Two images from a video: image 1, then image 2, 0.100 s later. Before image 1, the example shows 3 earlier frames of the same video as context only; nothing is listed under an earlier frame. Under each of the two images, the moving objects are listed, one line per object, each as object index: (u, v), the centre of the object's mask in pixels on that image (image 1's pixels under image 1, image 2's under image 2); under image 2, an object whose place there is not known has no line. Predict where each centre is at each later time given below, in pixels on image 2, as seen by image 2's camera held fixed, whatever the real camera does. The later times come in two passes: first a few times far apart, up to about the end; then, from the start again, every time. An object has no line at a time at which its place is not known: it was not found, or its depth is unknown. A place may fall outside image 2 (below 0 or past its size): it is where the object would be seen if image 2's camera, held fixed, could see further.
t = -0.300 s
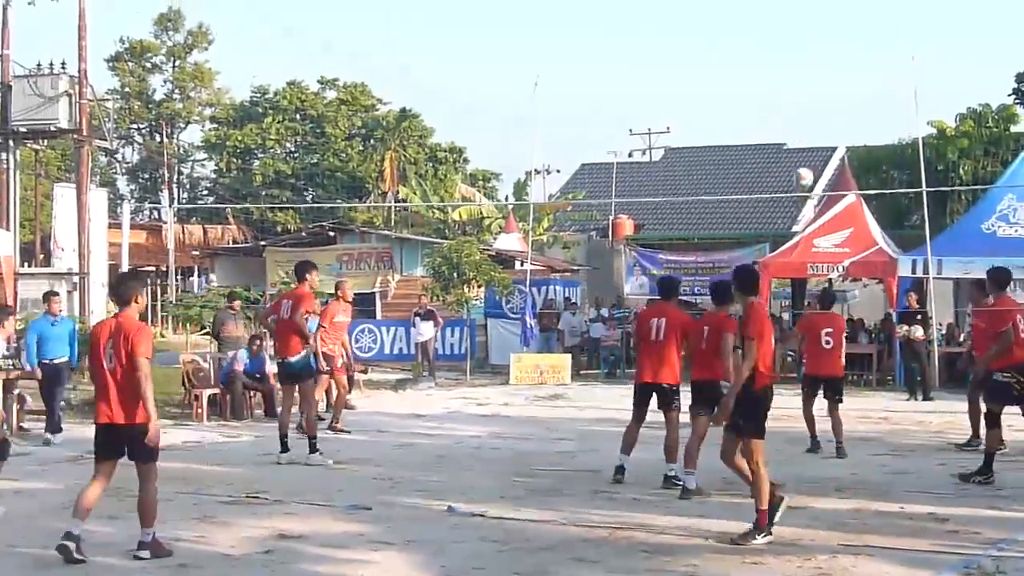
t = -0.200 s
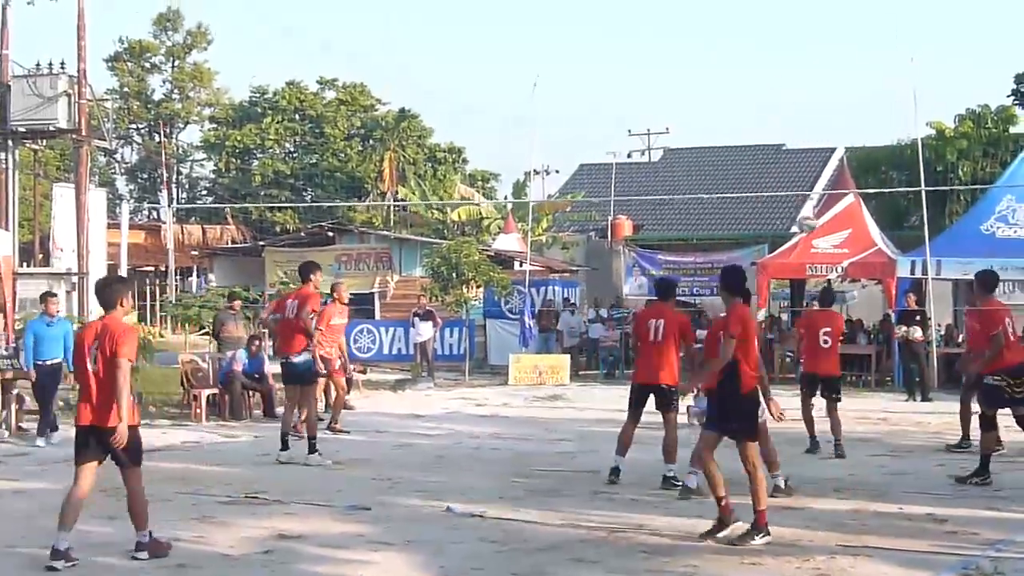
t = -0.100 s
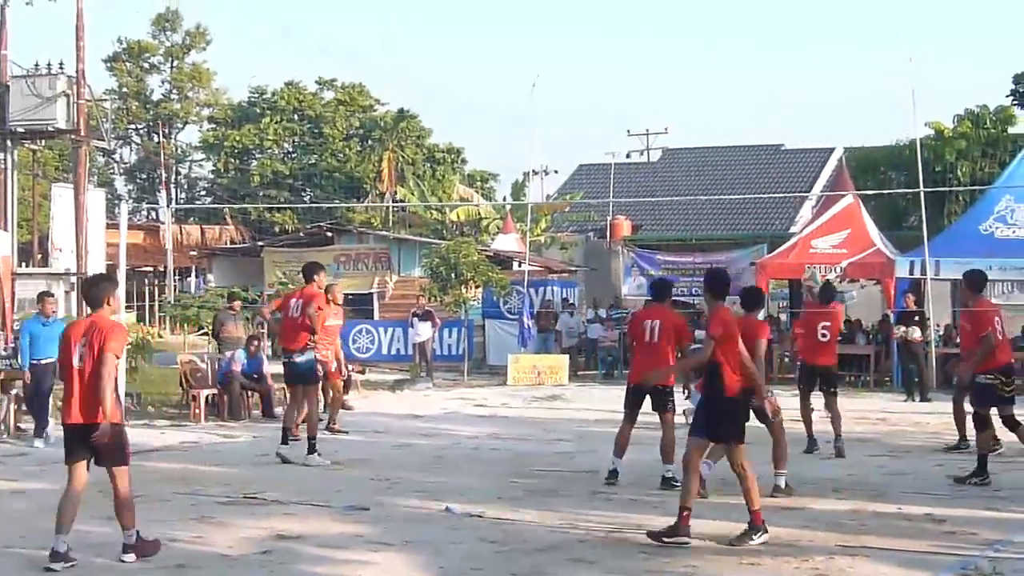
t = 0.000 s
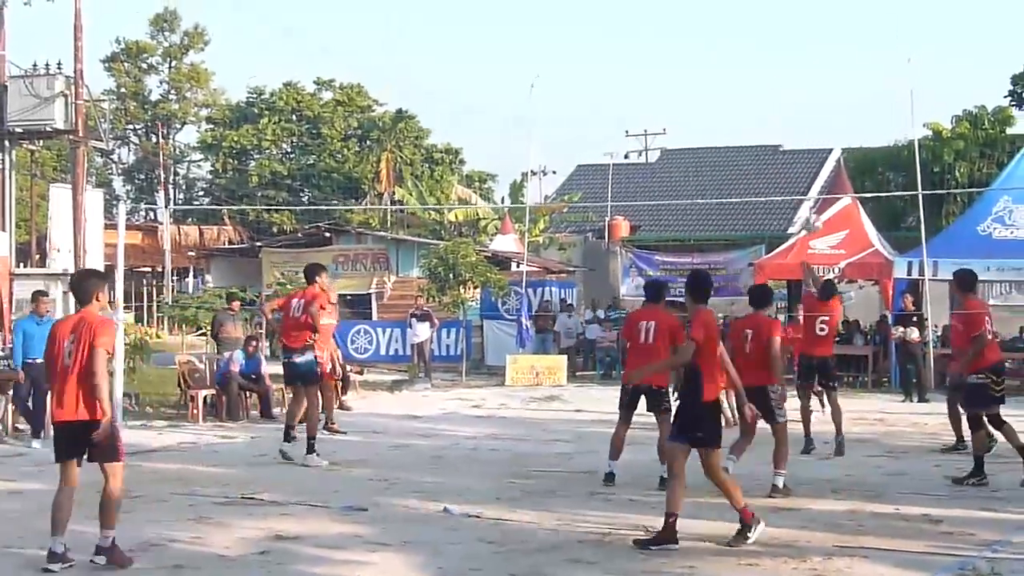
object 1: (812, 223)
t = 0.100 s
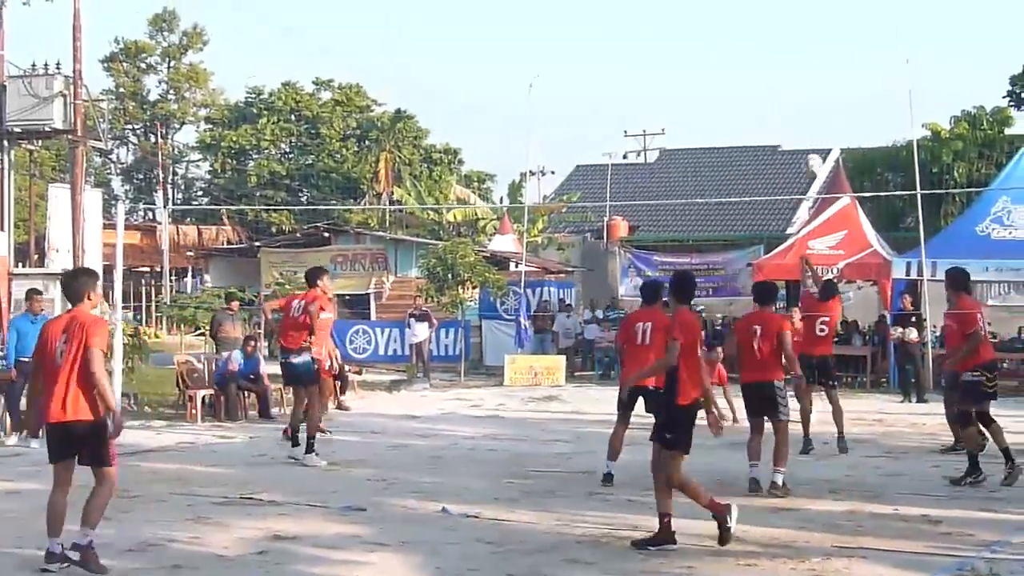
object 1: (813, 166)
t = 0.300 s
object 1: (815, 74)
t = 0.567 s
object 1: (822, 14)
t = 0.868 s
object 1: (830, 31)
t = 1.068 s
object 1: (836, 99)
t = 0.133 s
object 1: (813, 148)
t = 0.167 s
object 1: (811, 131)
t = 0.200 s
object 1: (812, 117)
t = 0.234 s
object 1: (813, 102)
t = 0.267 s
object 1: (814, 88)
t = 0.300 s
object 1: (815, 74)
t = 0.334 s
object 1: (816, 65)
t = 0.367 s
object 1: (816, 54)
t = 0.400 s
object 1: (817, 45)
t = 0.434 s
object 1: (818, 36)
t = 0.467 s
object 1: (819, 30)
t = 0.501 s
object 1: (821, 23)
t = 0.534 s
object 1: (821, 19)
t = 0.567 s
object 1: (822, 14)
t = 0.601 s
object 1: (824, 11)
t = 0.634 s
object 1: (824, 10)
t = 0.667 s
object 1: (825, 10)
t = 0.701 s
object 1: (826, 10)
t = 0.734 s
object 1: (827, 12)
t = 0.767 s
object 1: (828, 15)
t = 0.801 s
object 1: (829, 19)
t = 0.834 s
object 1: (830, 25)
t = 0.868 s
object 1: (830, 31)
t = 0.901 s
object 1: (831, 39)
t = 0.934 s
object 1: (833, 49)
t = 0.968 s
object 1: (833, 60)
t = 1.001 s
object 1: (835, 71)
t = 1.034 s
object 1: (836, 85)
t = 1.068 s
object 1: (836, 99)
